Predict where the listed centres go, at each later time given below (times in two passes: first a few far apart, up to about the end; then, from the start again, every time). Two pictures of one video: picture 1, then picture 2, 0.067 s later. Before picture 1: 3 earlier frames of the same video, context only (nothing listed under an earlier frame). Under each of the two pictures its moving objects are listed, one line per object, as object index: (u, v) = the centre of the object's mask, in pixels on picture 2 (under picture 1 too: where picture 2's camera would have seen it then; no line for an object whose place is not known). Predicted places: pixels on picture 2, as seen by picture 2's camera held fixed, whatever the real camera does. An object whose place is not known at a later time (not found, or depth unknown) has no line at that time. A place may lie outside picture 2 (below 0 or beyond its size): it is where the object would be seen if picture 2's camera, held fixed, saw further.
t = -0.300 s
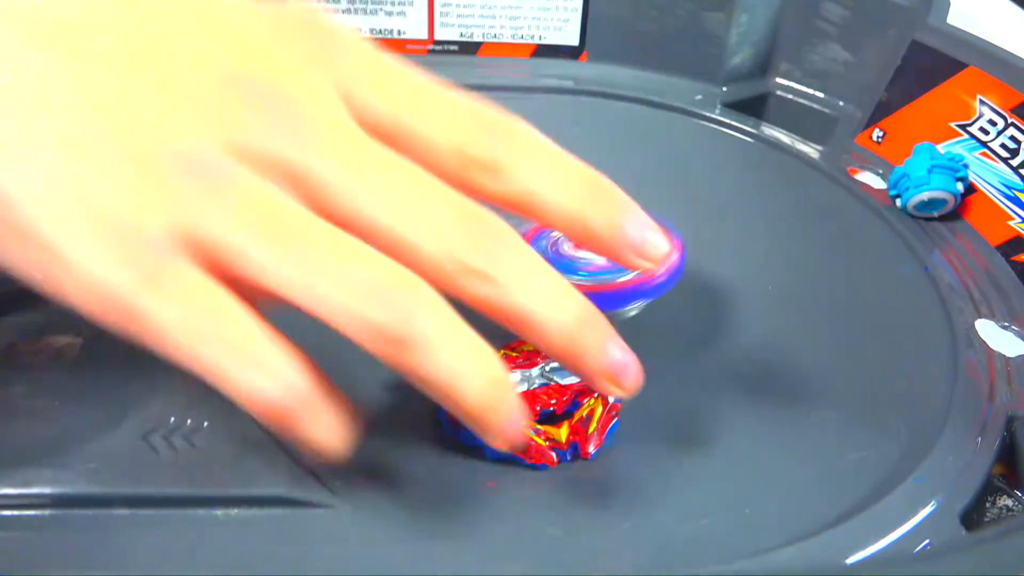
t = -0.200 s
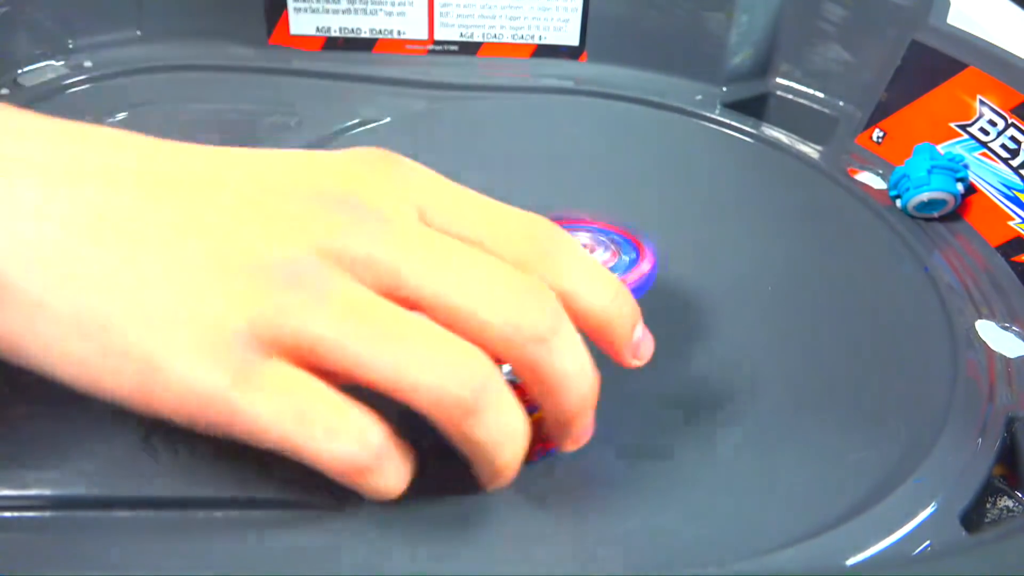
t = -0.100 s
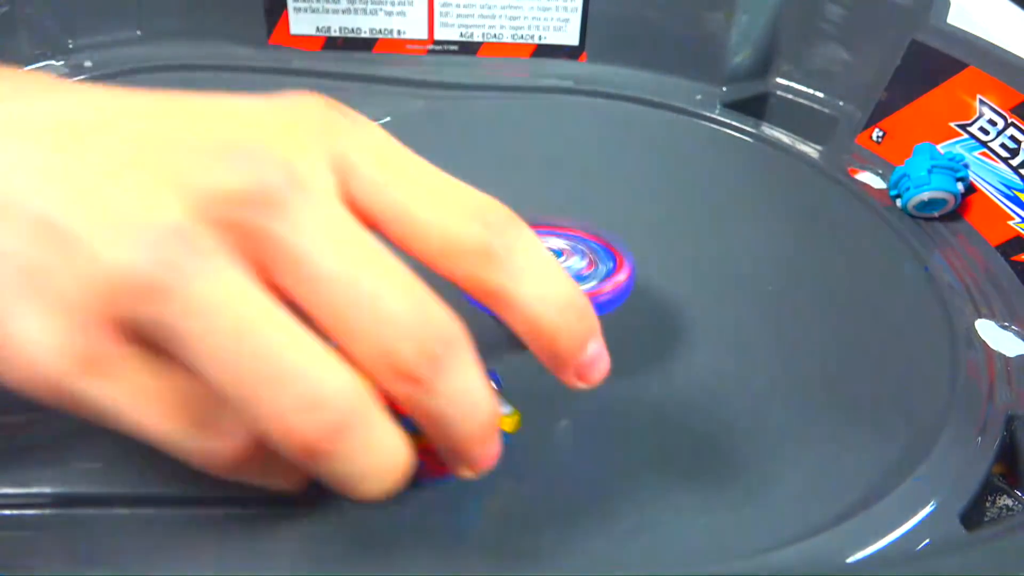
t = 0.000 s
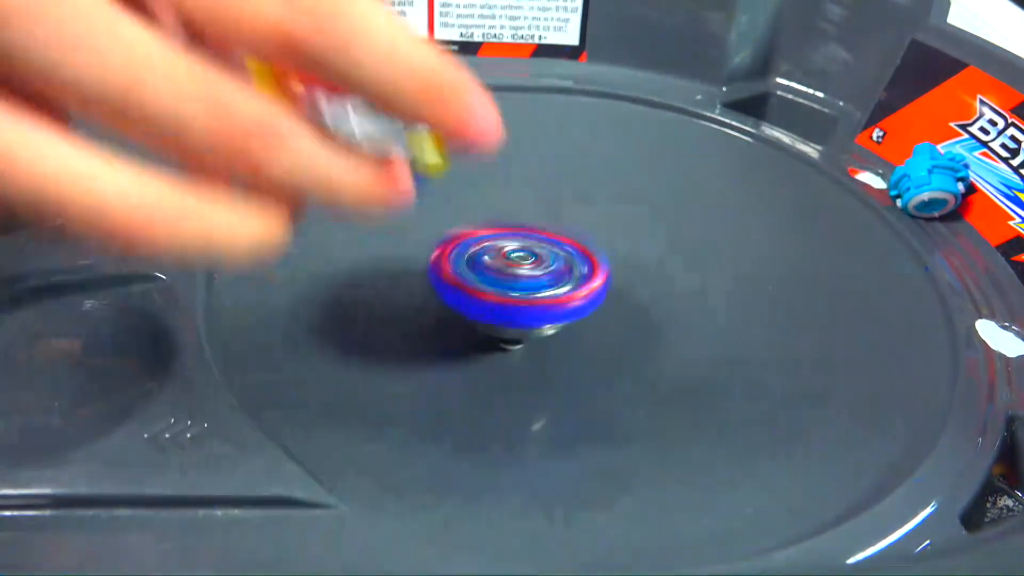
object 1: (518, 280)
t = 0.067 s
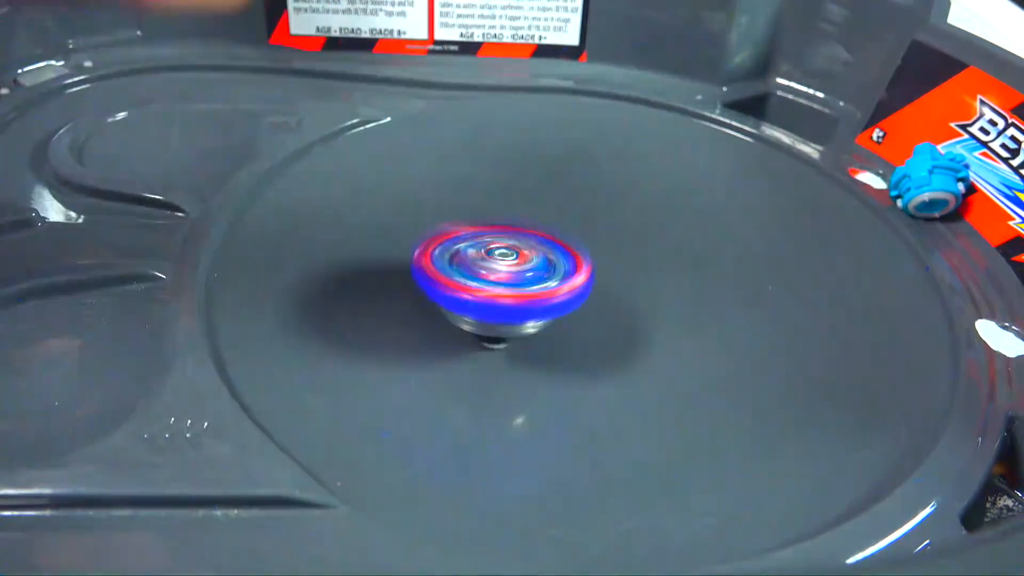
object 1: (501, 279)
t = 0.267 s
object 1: (471, 255)
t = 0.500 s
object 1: (474, 219)
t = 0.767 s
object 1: (511, 188)
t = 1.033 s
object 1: (561, 175)
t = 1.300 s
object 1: (592, 179)
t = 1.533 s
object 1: (613, 196)
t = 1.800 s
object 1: (624, 228)
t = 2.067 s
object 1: (628, 257)
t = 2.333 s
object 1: (599, 267)
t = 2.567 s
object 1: (562, 257)
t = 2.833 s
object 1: (541, 236)
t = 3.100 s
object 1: (548, 221)
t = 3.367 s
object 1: (571, 225)
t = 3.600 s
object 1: (590, 227)
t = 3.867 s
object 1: (596, 237)
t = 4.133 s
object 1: (585, 242)
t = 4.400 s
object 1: (572, 241)
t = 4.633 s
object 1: (563, 231)
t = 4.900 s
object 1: (563, 221)
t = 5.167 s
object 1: (579, 220)
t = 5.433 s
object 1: (594, 226)
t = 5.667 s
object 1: (598, 236)
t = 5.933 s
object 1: (591, 244)
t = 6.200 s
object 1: (575, 247)
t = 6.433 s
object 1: (561, 239)
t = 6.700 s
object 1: (561, 226)
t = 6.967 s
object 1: (575, 219)
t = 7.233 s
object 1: (593, 224)
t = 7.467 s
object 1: (598, 233)
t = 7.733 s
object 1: (593, 245)
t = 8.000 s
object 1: (576, 248)
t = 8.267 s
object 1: (558, 239)
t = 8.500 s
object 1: (557, 227)
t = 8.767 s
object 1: (574, 220)
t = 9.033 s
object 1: (595, 223)
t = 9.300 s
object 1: (599, 237)
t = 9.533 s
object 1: (592, 245)
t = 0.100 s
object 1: (495, 276)
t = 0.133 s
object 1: (488, 272)
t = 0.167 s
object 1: (482, 269)
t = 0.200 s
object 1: (479, 265)
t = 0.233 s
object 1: (475, 260)
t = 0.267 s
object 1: (471, 255)
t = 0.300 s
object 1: (469, 250)
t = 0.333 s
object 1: (469, 245)
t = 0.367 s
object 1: (468, 240)
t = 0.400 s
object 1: (467, 234)
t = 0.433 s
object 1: (468, 229)
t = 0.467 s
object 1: (472, 224)
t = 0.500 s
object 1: (474, 219)
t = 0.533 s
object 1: (476, 214)
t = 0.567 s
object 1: (480, 210)
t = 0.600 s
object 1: (485, 205)
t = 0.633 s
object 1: (489, 201)
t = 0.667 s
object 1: (494, 197)
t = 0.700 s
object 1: (499, 193)
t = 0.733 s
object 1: (505, 191)
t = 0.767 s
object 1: (511, 188)
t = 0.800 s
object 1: (517, 185)
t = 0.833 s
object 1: (524, 182)
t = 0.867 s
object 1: (531, 180)
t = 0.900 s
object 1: (538, 178)
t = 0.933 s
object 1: (544, 177)
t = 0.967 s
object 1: (549, 176)
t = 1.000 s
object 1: (555, 176)
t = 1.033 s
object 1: (561, 175)
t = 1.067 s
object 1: (566, 175)
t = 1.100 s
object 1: (570, 175)
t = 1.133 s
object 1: (574, 175)
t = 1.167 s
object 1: (579, 176)
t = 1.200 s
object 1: (583, 176)
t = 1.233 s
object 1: (587, 177)
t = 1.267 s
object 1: (589, 178)
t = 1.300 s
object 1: (592, 179)
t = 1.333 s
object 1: (596, 180)
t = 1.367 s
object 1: (600, 182)
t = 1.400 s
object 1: (602, 184)
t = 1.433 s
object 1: (604, 186)
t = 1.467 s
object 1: (606, 188)
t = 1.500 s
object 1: (609, 192)
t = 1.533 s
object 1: (613, 196)
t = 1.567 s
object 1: (615, 199)
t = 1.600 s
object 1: (616, 202)
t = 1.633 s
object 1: (617, 206)
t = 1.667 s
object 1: (620, 212)
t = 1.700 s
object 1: (622, 216)
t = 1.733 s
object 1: (623, 220)
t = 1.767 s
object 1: (624, 223)
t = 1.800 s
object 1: (624, 228)
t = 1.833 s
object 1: (626, 232)
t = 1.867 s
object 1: (629, 236)
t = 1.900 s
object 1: (630, 240)
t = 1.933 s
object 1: (630, 244)
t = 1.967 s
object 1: (629, 246)
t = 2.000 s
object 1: (628, 250)
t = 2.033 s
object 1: (629, 253)
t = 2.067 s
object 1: (628, 257)
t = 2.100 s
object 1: (626, 260)
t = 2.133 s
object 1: (623, 261)
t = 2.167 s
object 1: (619, 262)
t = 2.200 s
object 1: (616, 263)
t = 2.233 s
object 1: (612, 265)
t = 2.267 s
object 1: (609, 266)
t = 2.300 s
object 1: (605, 266)
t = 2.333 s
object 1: (599, 267)
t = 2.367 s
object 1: (593, 266)
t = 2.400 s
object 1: (587, 264)
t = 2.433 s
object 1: (581, 263)
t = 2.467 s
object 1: (576, 262)
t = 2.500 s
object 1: (571, 261)
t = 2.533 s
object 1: (567, 259)
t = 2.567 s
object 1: (562, 257)
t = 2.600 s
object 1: (557, 255)
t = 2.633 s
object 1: (553, 253)
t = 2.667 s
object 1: (549, 250)
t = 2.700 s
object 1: (546, 247)
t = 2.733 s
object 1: (545, 244)
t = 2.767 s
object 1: (543, 242)
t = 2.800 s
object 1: (542, 239)
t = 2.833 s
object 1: (541, 236)
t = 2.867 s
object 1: (540, 233)
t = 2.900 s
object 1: (539, 231)
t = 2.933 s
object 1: (539, 228)
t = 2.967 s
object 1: (540, 225)
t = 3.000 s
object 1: (542, 223)
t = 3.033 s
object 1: (544, 222)
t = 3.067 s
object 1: (546, 221)
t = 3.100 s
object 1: (548, 221)
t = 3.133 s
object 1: (550, 221)
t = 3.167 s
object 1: (552, 221)
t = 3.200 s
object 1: (553, 221)
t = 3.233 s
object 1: (556, 221)
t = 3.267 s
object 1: (559, 222)
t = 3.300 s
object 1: (563, 223)
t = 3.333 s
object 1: (567, 224)
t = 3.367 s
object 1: (571, 225)
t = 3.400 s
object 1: (575, 225)
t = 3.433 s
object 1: (579, 226)
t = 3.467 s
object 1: (582, 227)
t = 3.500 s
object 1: (584, 227)
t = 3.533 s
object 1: (586, 227)
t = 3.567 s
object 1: (588, 227)
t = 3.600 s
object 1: (590, 227)
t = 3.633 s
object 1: (591, 228)
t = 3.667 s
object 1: (593, 230)
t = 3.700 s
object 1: (594, 231)
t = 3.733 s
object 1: (596, 233)
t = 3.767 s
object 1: (597, 234)
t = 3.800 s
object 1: (597, 235)
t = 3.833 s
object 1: (597, 236)
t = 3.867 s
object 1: (596, 237)
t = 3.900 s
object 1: (595, 238)
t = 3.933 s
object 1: (593, 239)
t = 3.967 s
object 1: (592, 240)
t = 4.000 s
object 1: (590, 240)
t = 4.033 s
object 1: (588, 241)
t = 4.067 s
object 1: (587, 241)
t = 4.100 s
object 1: (586, 241)
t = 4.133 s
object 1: (585, 242)
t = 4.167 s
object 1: (583, 242)
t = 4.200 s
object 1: (582, 242)
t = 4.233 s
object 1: (580, 242)
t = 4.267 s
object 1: (579, 242)
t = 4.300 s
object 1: (577, 242)
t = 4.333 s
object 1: (575, 242)
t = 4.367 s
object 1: (573, 241)
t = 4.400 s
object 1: (572, 241)
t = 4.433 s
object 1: (570, 240)
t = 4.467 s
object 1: (569, 239)
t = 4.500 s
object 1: (567, 237)
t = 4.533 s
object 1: (565, 236)
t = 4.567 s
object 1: (564, 235)
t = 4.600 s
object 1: (563, 233)
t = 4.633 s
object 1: (563, 231)
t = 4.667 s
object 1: (562, 230)
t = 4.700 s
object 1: (561, 228)
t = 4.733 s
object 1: (561, 227)
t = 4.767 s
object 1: (561, 225)
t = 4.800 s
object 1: (561, 224)
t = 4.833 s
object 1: (561, 222)
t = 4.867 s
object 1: (562, 222)
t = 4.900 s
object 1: (563, 221)
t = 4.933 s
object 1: (564, 220)
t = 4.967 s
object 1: (566, 220)
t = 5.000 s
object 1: (569, 220)
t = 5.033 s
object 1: (571, 220)
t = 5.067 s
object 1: (573, 220)
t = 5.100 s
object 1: (575, 220)
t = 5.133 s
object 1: (577, 220)
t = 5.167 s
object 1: (579, 220)
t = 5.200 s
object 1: (581, 220)
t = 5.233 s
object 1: (583, 221)
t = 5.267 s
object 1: (585, 222)
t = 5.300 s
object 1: (587, 223)
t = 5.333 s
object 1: (589, 223)
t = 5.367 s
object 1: (591, 224)
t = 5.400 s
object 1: (593, 225)
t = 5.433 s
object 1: (594, 226)
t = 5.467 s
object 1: (595, 228)
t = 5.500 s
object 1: (596, 229)
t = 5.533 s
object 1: (597, 230)
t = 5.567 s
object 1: (597, 231)
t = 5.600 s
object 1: (598, 233)
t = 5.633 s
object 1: (598, 234)
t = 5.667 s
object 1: (598, 236)
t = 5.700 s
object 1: (597, 237)
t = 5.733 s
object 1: (597, 238)
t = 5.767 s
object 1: (596, 239)
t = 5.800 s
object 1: (595, 240)
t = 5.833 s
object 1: (594, 241)
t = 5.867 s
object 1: (594, 242)
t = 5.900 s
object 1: (592, 243)
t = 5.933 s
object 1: (591, 244)
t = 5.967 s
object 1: (590, 245)
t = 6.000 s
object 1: (588, 246)
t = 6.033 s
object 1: (586, 247)
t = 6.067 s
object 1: (585, 247)
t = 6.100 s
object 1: (583, 247)
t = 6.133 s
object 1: (581, 247)
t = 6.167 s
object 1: (578, 247)
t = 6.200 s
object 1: (575, 247)
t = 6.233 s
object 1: (573, 246)
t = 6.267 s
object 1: (571, 245)
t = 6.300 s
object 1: (569, 245)
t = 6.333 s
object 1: (567, 244)
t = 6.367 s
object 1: (564, 242)
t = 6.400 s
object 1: (562, 241)
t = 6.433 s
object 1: (561, 239)
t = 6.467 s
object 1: (560, 238)
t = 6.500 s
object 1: (559, 236)
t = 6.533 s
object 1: (558, 234)
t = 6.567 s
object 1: (557, 232)
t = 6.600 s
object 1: (558, 230)
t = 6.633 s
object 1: (559, 229)
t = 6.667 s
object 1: (559, 227)
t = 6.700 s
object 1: (561, 226)
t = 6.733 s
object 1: (562, 225)
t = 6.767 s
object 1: (563, 223)
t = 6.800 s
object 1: (565, 222)
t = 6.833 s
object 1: (567, 221)
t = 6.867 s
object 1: (569, 221)
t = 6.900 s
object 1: (571, 220)
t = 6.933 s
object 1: (573, 220)
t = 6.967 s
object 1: (575, 219)
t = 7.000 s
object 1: (577, 220)
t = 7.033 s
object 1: (579, 219)
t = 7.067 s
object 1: (581, 220)
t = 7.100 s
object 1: (584, 220)
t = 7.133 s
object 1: (586, 221)
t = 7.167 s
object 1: (588, 222)
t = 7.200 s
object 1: (591, 223)
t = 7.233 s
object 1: (593, 224)
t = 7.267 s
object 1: (594, 225)
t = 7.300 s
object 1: (595, 227)
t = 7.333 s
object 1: (596, 228)
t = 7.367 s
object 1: (597, 229)
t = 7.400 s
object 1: (597, 230)
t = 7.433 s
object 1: (598, 232)
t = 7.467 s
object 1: (598, 233)
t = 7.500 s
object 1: (598, 235)
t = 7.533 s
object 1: (598, 236)
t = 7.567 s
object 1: (598, 238)
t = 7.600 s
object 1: (598, 240)
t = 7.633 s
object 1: (598, 241)
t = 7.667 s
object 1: (597, 243)
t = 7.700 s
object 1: (595, 243)
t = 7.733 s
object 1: (593, 245)
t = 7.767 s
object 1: (591, 245)
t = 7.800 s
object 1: (588, 246)
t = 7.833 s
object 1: (587, 246)
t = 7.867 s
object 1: (585, 246)
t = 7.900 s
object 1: (583, 247)
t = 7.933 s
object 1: (581, 248)
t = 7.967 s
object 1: (579, 248)
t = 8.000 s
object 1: (576, 248)
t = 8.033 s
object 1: (573, 247)
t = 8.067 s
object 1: (570, 245)
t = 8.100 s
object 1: (567, 245)
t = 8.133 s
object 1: (564, 244)
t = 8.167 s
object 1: (562, 242)
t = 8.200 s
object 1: (561, 241)
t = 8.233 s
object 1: (559, 240)
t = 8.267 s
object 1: (558, 239)
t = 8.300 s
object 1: (557, 237)
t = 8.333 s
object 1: (555, 235)
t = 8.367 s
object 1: (554, 233)
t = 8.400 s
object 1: (554, 231)
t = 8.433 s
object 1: (554, 230)
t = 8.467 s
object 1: (556, 228)
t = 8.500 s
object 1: (557, 227)
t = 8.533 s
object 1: (558, 225)
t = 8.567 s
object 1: (558, 223)
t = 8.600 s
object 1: (559, 222)
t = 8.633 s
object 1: (561, 220)
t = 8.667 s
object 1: (564, 220)
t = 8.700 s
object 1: (567, 220)
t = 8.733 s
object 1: (571, 220)
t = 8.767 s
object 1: (574, 220)
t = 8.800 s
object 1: (576, 219)
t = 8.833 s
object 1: (579, 219)
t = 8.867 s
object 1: (581, 220)
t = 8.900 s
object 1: (585, 221)
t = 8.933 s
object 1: (588, 222)
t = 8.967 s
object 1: (591, 222)
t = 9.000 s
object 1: (593, 223)
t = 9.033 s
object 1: (595, 223)
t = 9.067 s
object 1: (596, 225)
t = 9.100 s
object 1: (597, 227)
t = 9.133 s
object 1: (599, 229)
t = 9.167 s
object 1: (600, 230)
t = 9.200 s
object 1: (601, 233)
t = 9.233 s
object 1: (600, 233)
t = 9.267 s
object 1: (600, 235)
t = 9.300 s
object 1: (599, 237)
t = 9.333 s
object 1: (599, 238)
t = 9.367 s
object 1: (599, 240)
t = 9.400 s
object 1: (599, 242)
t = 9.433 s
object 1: (597, 243)
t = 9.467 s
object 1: (595, 244)
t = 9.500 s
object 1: (593, 245)
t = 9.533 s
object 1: (592, 245)
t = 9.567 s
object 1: (591, 247)
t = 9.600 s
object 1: (589, 248)
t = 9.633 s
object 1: (586, 248)
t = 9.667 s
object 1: (583, 248)
